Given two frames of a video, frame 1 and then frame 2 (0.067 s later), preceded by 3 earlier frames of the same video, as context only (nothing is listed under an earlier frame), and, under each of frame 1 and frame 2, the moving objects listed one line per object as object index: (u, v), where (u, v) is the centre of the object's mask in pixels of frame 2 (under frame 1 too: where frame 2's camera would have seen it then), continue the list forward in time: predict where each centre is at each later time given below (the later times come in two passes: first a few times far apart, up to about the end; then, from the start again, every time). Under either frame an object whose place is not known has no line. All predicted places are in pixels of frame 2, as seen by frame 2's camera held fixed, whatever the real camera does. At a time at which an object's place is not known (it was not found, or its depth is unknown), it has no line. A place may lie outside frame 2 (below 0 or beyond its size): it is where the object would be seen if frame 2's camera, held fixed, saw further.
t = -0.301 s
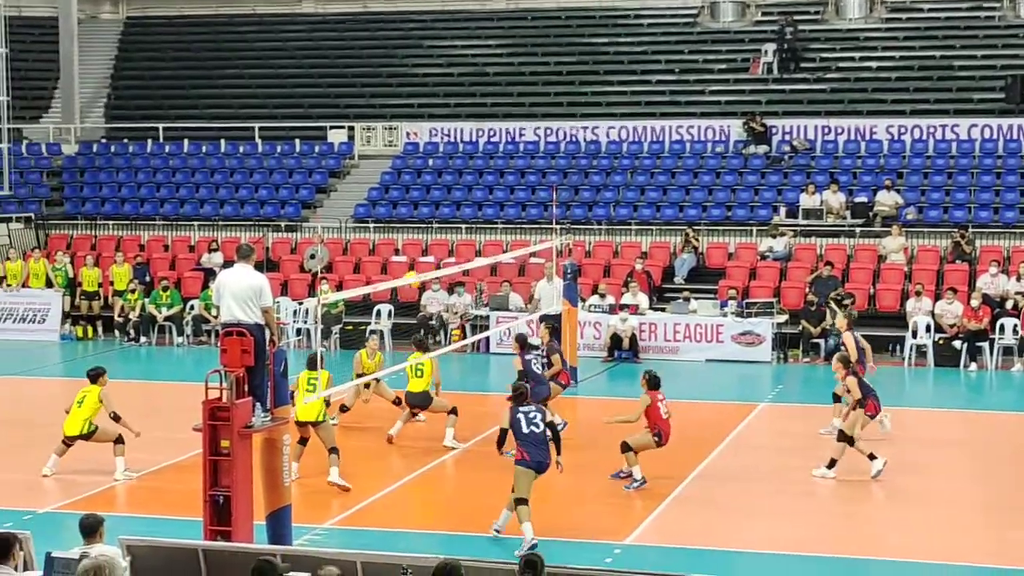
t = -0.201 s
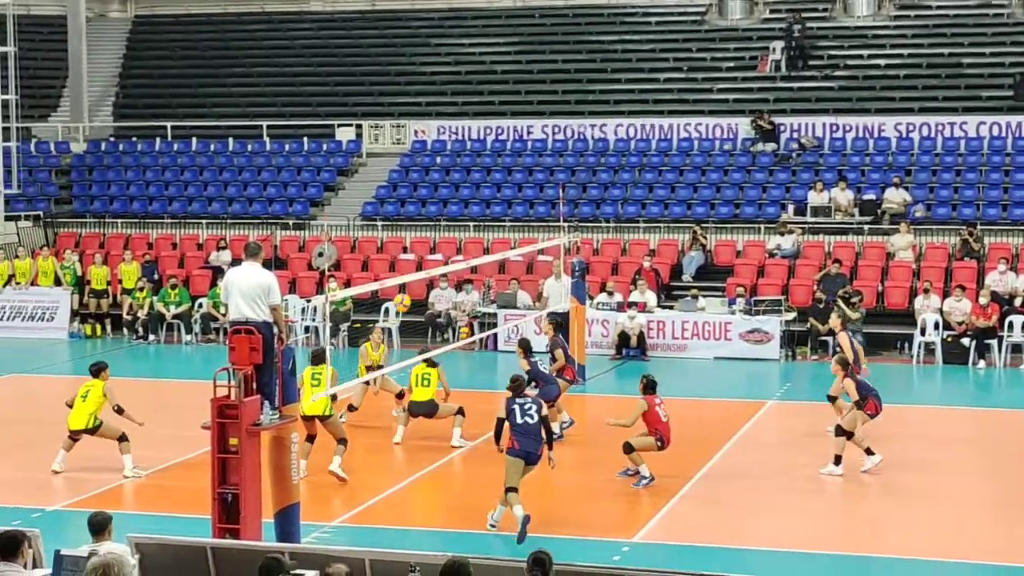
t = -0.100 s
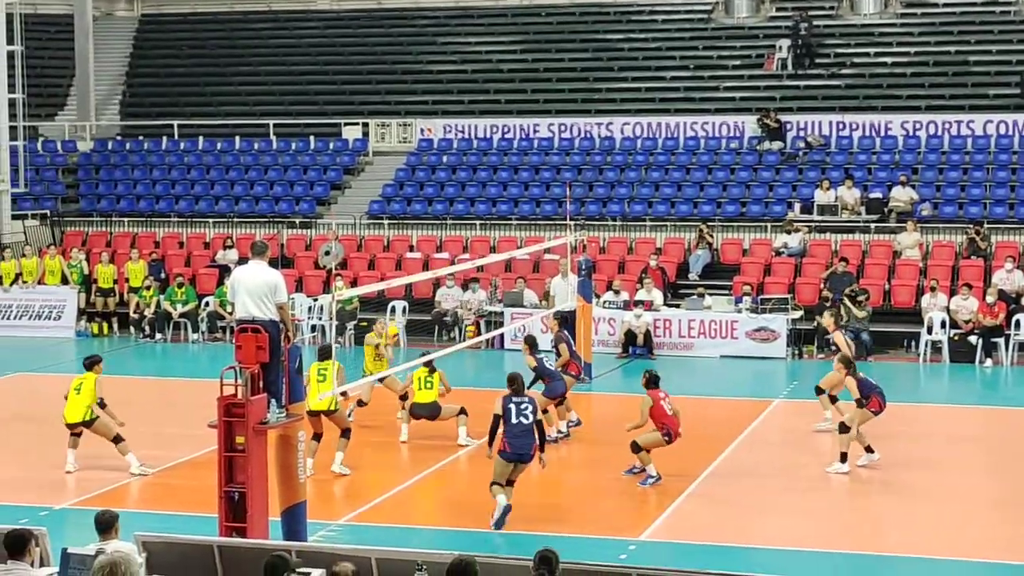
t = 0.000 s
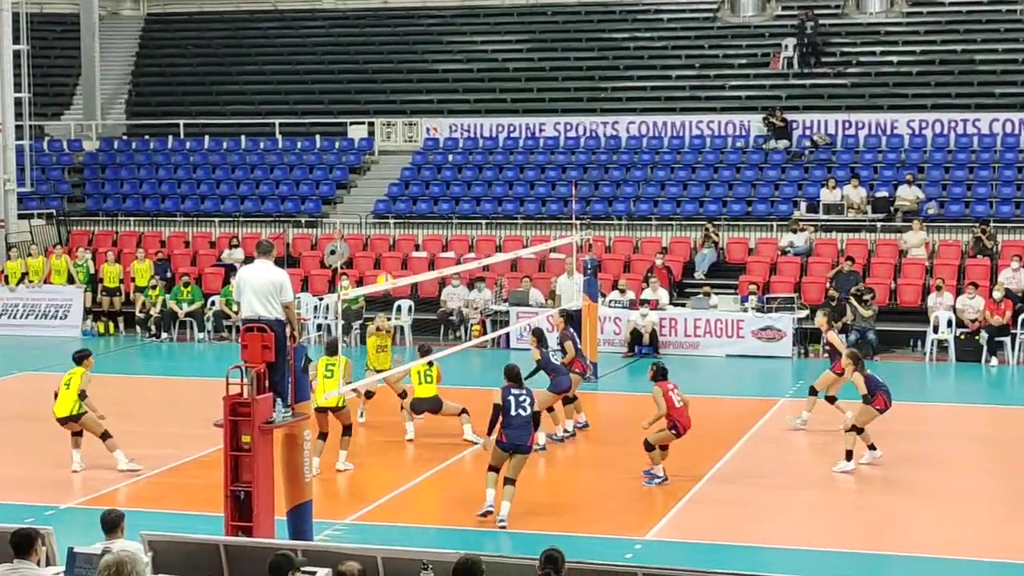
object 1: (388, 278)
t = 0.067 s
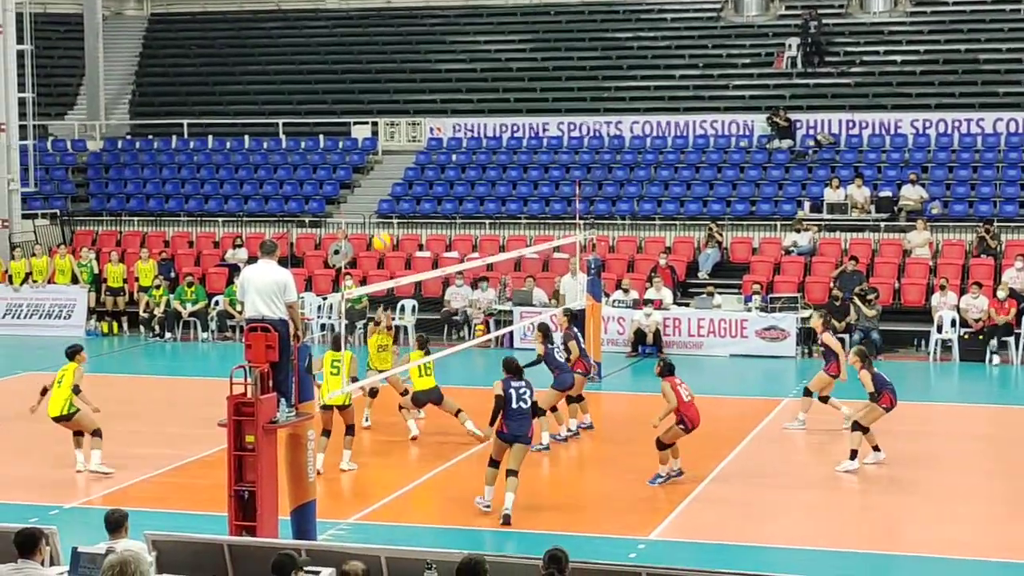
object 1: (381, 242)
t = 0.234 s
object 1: (366, 152)
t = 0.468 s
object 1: (343, 64)
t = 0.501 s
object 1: (339, 54)
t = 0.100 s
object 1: (378, 221)
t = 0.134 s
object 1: (375, 203)
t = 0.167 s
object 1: (372, 186)
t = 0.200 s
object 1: (369, 169)
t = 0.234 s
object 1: (366, 152)
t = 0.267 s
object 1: (362, 135)
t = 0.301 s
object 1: (360, 122)
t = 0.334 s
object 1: (356, 109)
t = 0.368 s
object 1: (353, 97)
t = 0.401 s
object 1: (350, 85)
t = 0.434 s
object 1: (346, 74)
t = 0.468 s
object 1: (343, 64)
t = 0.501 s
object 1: (339, 54)
